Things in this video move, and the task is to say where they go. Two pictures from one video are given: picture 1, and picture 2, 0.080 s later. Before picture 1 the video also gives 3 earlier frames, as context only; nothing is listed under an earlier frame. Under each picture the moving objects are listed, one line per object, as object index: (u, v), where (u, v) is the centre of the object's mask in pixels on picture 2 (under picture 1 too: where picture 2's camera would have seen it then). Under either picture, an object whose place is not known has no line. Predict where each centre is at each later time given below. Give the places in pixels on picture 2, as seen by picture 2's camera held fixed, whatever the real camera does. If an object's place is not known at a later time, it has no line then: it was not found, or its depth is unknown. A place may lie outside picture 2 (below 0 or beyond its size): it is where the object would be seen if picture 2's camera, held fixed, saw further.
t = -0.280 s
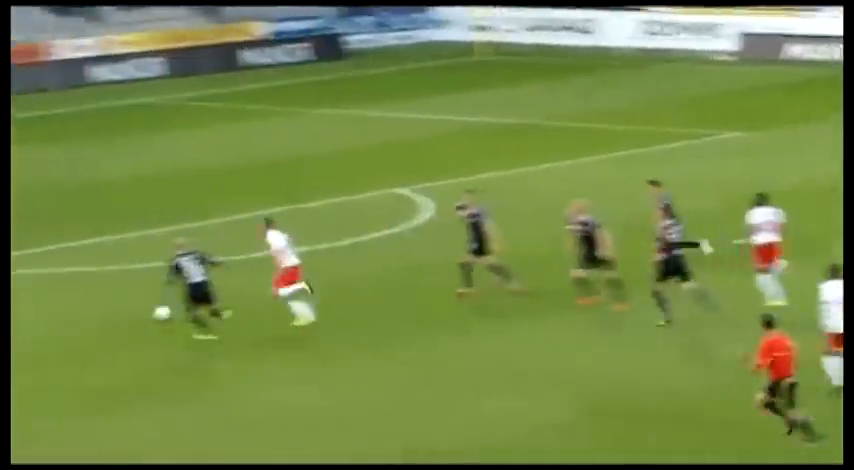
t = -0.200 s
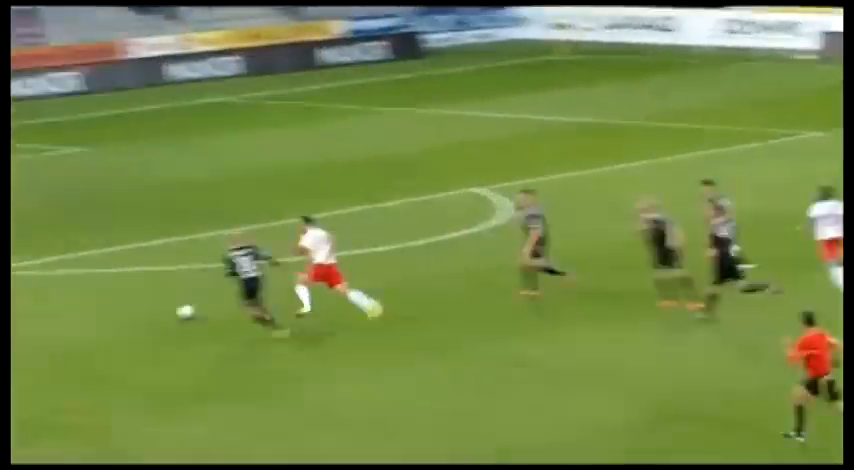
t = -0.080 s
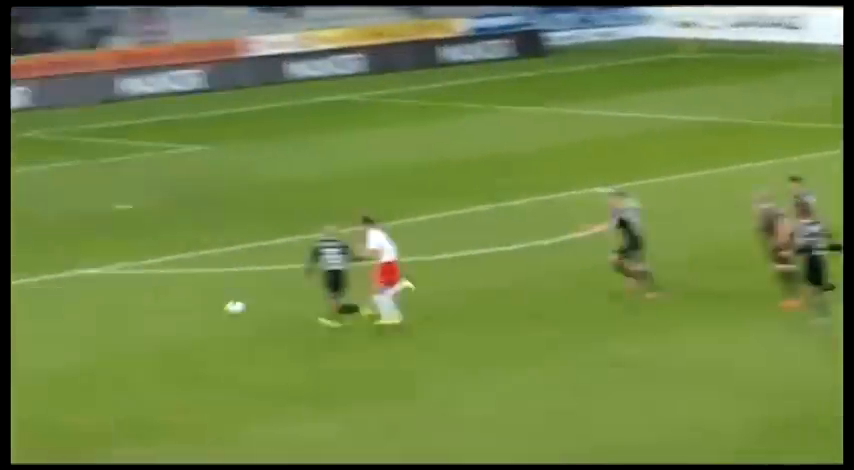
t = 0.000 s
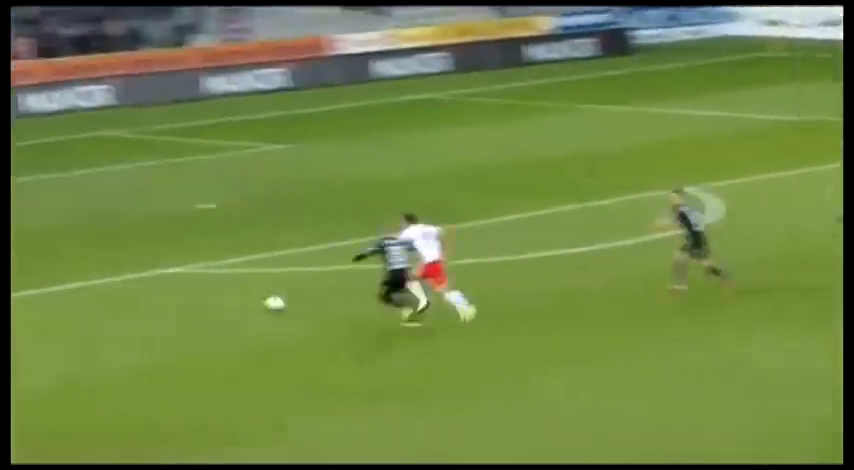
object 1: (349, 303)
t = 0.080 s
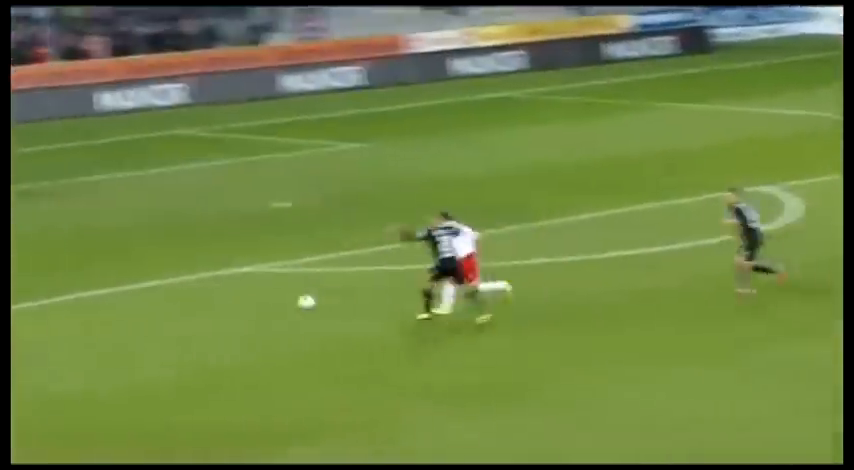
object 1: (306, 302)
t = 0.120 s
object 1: (288, 300)
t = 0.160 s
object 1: (269, 298)
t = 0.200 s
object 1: (249, 297)
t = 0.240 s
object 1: (230, 297)
